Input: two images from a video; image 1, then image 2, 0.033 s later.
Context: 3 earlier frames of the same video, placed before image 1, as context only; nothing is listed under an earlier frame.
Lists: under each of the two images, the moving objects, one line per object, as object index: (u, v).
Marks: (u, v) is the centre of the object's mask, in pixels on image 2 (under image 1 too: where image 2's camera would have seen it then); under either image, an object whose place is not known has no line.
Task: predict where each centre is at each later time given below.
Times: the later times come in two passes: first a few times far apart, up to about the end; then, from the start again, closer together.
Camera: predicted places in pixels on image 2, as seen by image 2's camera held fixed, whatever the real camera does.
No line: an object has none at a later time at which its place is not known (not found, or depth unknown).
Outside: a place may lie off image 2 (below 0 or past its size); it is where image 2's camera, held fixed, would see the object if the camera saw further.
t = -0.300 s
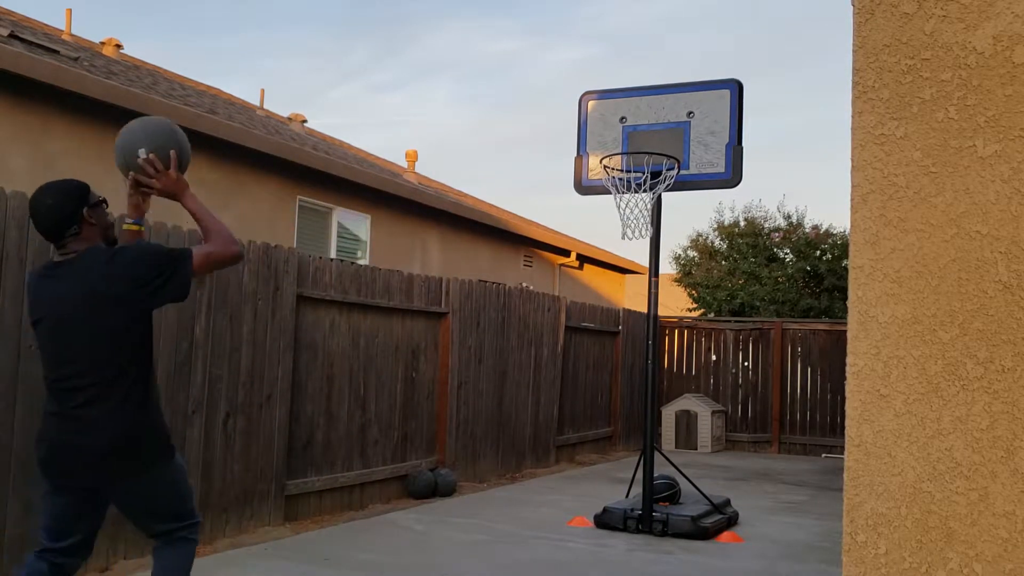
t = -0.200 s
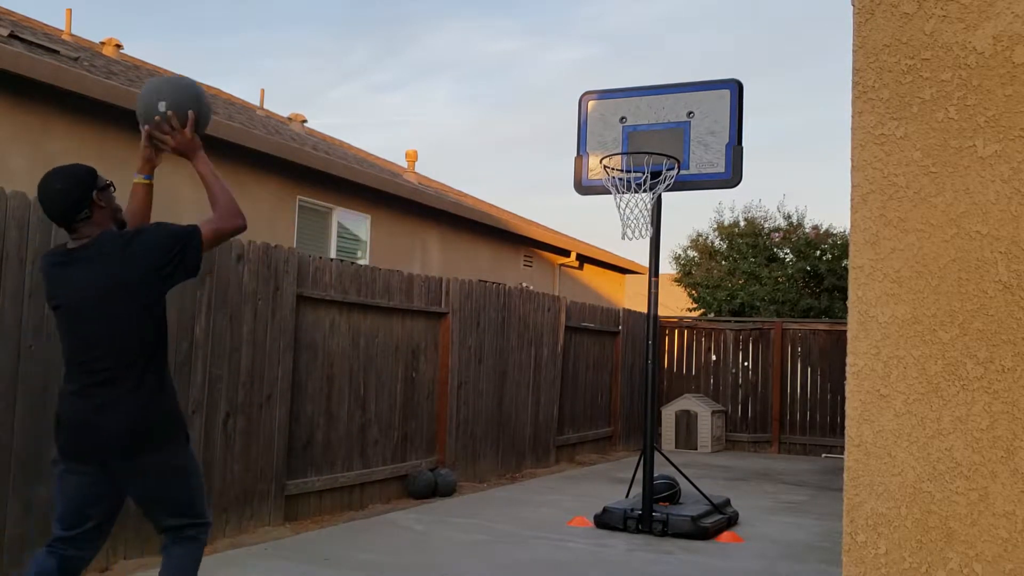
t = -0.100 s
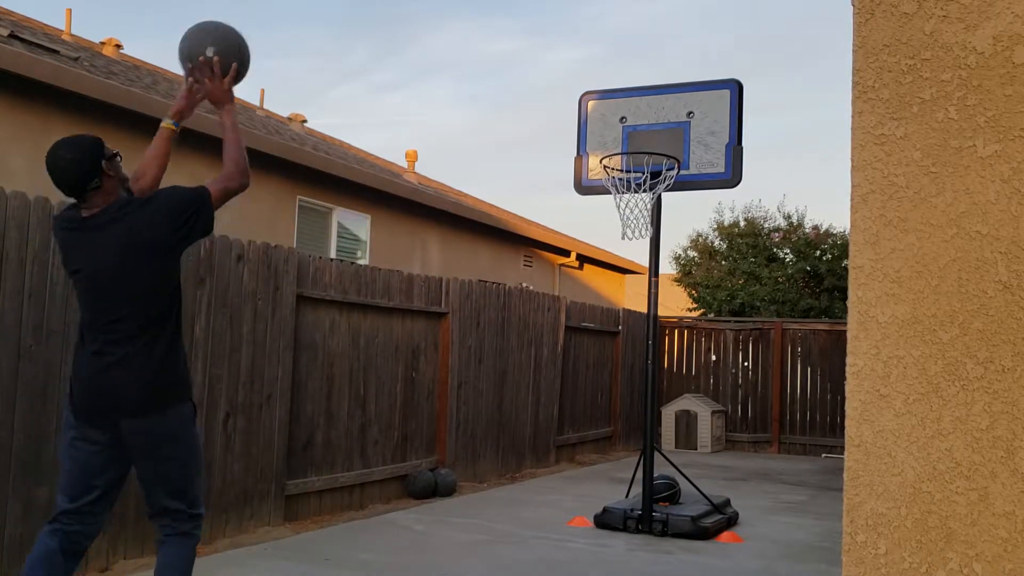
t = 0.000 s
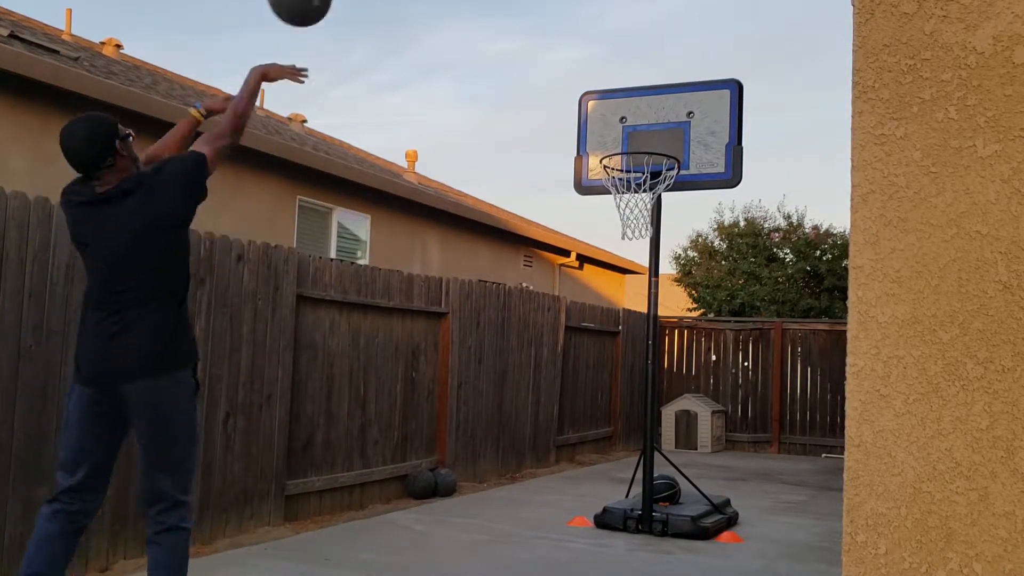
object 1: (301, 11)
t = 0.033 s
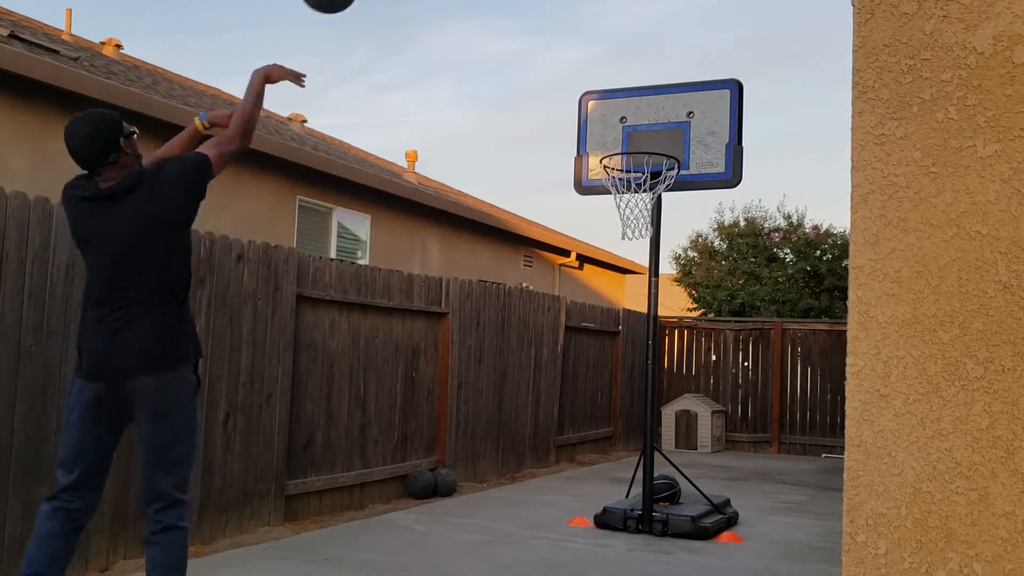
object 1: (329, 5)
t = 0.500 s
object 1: (588, 60)
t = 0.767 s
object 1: (636, 211)
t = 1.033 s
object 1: (585, 281)
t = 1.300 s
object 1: (529, 470)
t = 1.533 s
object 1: (493, 391)
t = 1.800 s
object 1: (454, 294)
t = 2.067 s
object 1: (408, 309)
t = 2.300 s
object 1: (361, 429)
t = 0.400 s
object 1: (548, 17)
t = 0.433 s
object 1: (562, 28)
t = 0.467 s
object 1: (576, 44)
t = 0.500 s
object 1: (588, 60)
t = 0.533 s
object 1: (600, 78)
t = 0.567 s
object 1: (612, 97)
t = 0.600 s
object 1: (623, 118)
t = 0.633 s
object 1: (634, 138)
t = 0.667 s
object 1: (642, 158)
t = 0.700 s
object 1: (654, 186)
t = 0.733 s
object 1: (651, 194)
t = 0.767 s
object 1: (636, 211)
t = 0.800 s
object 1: (633, 209)
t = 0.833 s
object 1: (626, 215)
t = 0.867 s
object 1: (618, 221)
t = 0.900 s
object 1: (612, 229)
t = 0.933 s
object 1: (605, 239)
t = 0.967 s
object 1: (598, 251)
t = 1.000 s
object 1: (592, 265)
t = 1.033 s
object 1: (585, 281)
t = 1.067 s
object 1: (579, 298)
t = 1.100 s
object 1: (571, 317)
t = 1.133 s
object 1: (564, 338)
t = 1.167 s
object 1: (558, 359)
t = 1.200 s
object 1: (550, 383)
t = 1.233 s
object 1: (543, 410)
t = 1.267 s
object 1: (535, 441)
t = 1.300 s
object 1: (529, 470)
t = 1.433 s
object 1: (506, 459)
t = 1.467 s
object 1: (502, 433)
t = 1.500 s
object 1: (495, 410)
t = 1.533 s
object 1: (493, 391)
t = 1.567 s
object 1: (490, 368)
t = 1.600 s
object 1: (485, 356)
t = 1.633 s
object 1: (479, 344)
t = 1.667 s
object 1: (476, 330)
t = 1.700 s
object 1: (470, 318)
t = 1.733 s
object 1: (464, 309)
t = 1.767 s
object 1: (459, 300)
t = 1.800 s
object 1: (454, 294)
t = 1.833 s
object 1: (449, 290)
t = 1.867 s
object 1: (443, 286)
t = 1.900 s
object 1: (437, 286)
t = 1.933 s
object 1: (432, 286)
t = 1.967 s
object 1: (426, 289)
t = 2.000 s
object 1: (420, 294)
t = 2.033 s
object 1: (414, 299)
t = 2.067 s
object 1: (408, 309)
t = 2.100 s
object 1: (402, 320)
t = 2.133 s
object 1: (395, 332)
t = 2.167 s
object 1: (388, 346)
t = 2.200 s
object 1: (381, 364)
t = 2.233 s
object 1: (373, 384)
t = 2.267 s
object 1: (368, 405)
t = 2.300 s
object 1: (361, 429)
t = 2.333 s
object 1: (351, 455)
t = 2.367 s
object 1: (343, 484)
